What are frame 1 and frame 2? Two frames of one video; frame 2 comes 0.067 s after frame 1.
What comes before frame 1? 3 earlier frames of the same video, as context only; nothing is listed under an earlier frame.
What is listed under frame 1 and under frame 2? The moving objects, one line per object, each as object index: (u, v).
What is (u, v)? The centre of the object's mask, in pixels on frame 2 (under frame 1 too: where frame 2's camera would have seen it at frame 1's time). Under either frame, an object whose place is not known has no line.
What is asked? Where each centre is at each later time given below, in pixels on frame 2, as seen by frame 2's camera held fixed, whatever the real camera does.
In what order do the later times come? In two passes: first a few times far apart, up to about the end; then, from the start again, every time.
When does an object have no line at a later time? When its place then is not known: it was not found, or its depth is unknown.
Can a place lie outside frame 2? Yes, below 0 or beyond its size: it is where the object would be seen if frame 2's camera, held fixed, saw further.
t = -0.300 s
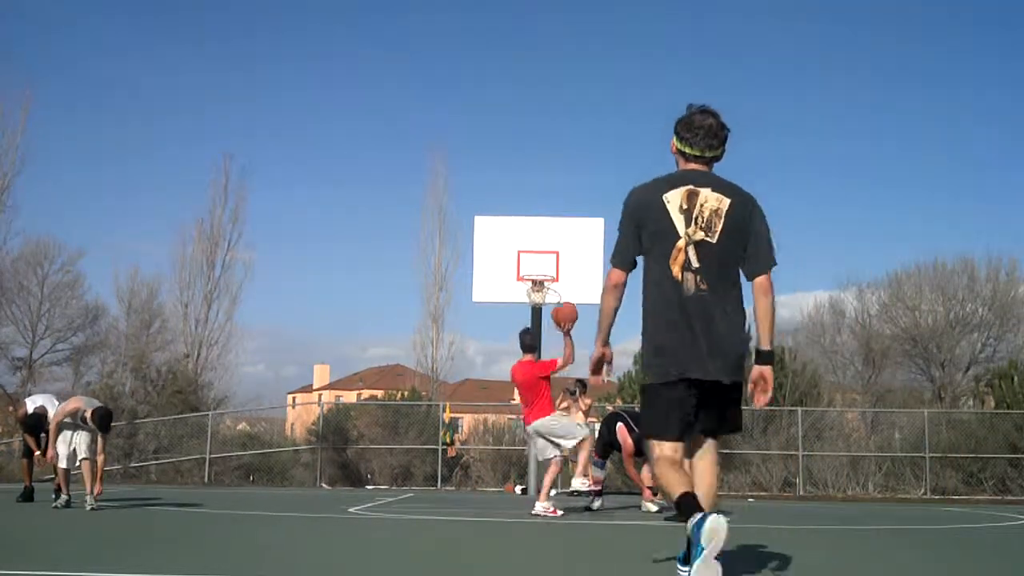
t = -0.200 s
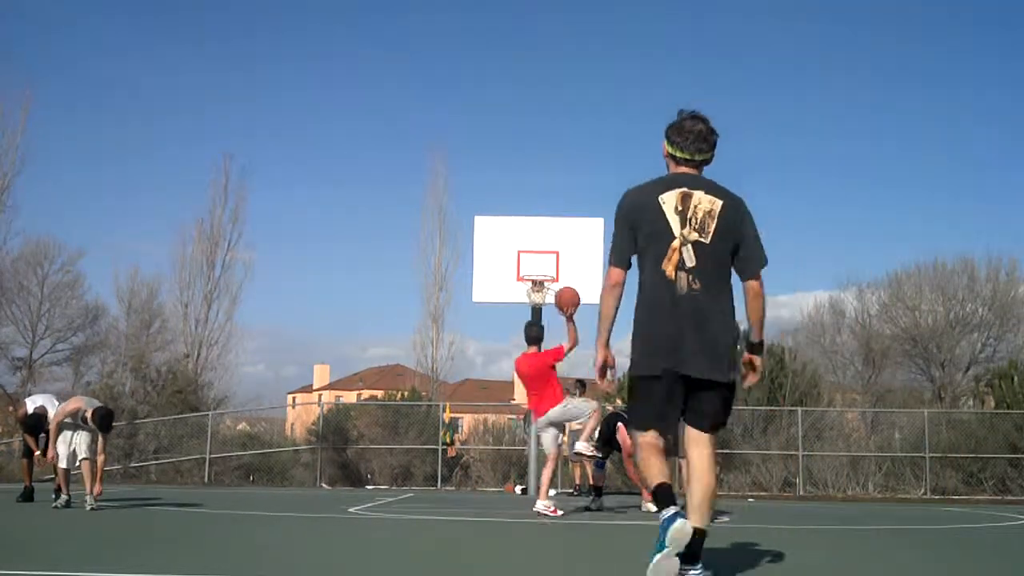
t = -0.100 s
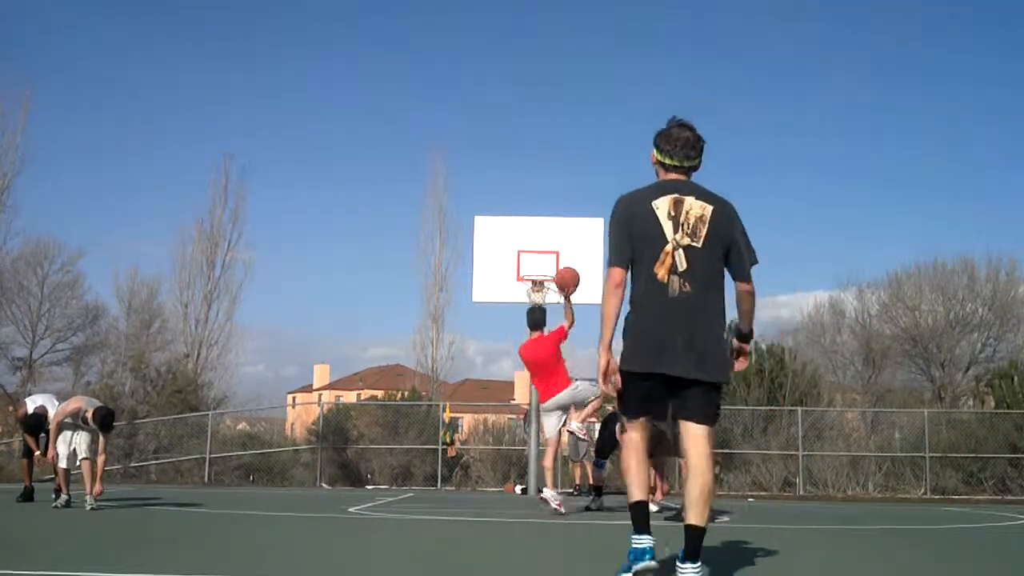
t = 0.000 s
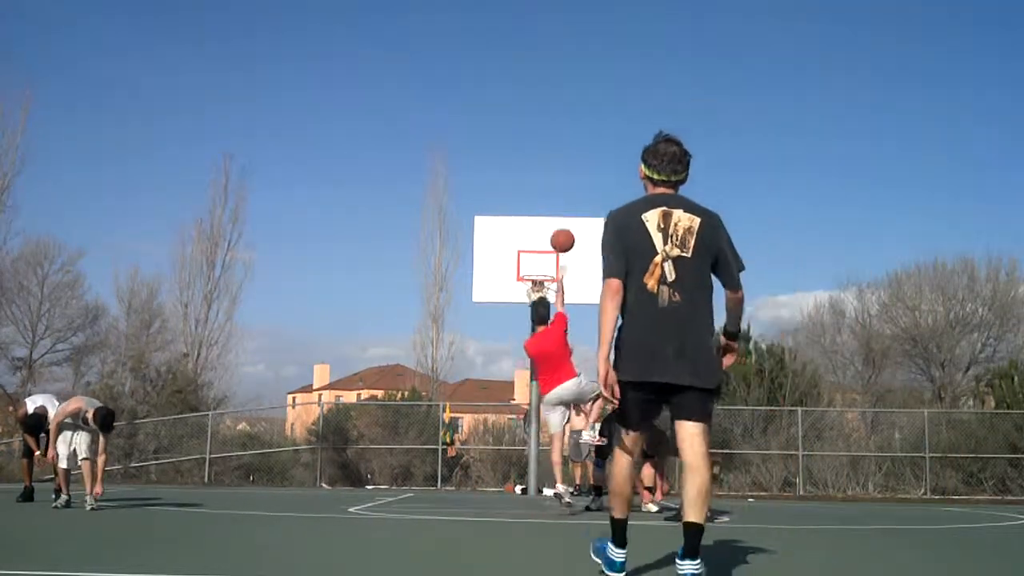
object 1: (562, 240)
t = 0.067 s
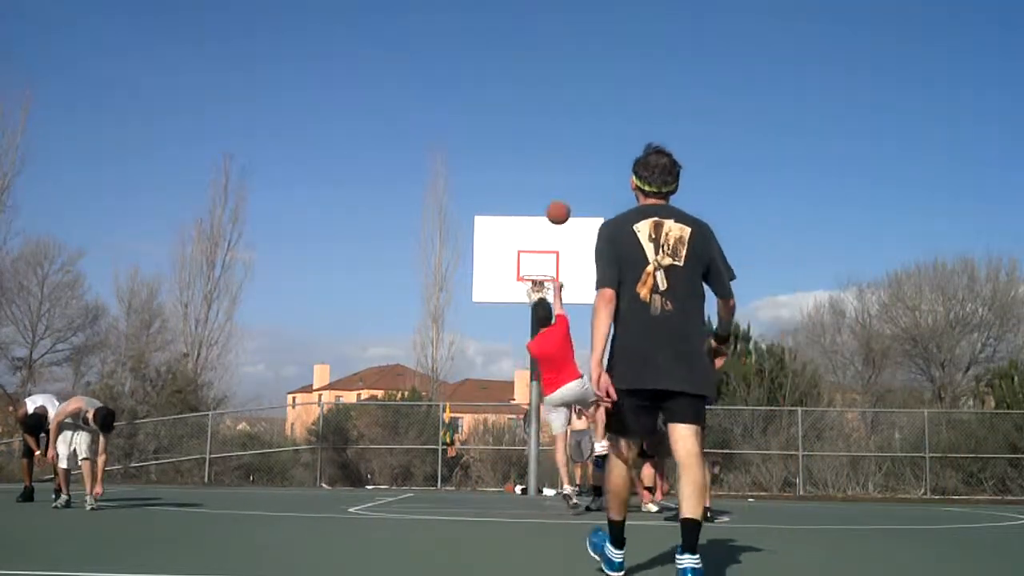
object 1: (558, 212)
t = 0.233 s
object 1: (549, 167)
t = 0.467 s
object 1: (539, 152)
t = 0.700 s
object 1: (530, 180)
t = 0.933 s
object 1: (522, 243)
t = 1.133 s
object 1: (504, 243)
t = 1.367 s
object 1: (474, 224)
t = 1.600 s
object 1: (445, 241)
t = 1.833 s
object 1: (416, 296)
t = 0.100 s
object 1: (556, 200)
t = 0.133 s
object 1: (554, 190)
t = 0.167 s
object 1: (552, 181)
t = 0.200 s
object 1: (551, 173)
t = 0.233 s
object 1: (549, 167)
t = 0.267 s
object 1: (547, 163)
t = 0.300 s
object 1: (546, 157)
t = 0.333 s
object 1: (544, 154)
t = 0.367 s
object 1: (543, 152)
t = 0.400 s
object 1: (541, 151)
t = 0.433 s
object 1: (540, 151)
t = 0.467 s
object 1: (539, 152)
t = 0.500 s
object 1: (537, 153)
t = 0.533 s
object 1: (536, 156)
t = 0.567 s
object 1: (534, 159)
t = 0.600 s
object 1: (534, 163)
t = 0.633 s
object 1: (533, 168)
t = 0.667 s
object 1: (531, 174)
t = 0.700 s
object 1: (530, 180)
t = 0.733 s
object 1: (529, 187)
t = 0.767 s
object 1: (528, 194)
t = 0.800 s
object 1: (527, 203)
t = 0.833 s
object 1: (526, 213)
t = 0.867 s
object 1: (524, 222)
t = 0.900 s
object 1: (523, 233)
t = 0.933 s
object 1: (522, 243)
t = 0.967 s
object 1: (522, 255)
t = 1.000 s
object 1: (521, 267)
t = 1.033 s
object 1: (517, 263)
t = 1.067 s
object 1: (513, 256)
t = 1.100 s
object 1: (509, 249)
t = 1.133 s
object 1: (504, 243)
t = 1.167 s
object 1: (500, 238)
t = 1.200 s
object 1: (496, 234)
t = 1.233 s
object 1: (492, 230)
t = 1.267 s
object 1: (488, 228)
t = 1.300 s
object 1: (483, 226)
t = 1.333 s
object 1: (479, 224)
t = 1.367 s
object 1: (474, 224)
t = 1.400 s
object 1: (470, 224)
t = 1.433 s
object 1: (467, 225)
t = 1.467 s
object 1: (462, 227)
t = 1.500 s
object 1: (458, 229)
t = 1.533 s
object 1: (454, 232)
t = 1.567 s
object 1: (449, 237)
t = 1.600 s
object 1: (445, 241)
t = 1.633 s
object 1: (441, 247)
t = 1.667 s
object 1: (437, 252)
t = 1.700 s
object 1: (432, 260)
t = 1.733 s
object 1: (428, 268)
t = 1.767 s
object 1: (424, 276)
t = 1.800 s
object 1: (420, 286)
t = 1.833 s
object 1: (416, 296)
